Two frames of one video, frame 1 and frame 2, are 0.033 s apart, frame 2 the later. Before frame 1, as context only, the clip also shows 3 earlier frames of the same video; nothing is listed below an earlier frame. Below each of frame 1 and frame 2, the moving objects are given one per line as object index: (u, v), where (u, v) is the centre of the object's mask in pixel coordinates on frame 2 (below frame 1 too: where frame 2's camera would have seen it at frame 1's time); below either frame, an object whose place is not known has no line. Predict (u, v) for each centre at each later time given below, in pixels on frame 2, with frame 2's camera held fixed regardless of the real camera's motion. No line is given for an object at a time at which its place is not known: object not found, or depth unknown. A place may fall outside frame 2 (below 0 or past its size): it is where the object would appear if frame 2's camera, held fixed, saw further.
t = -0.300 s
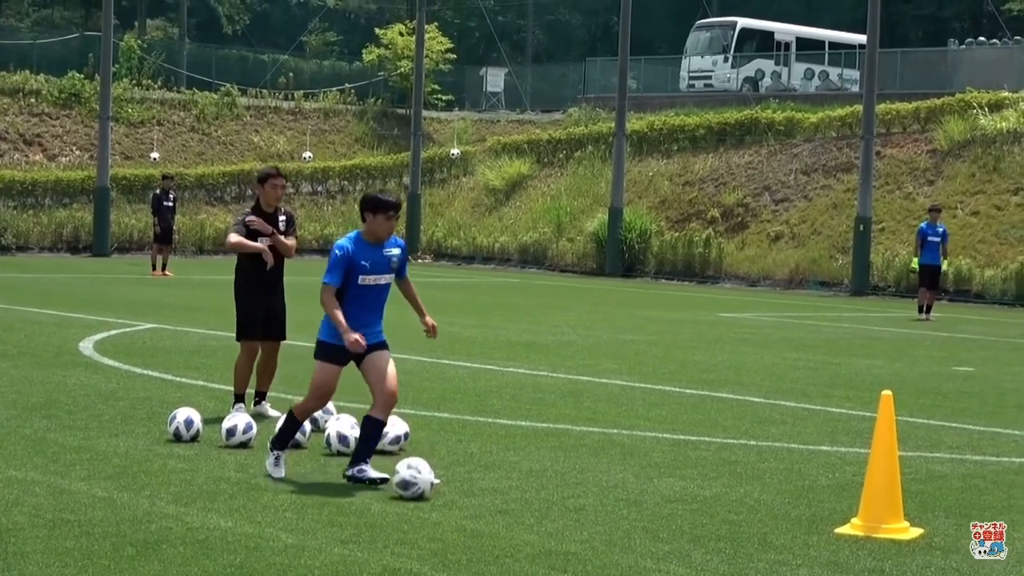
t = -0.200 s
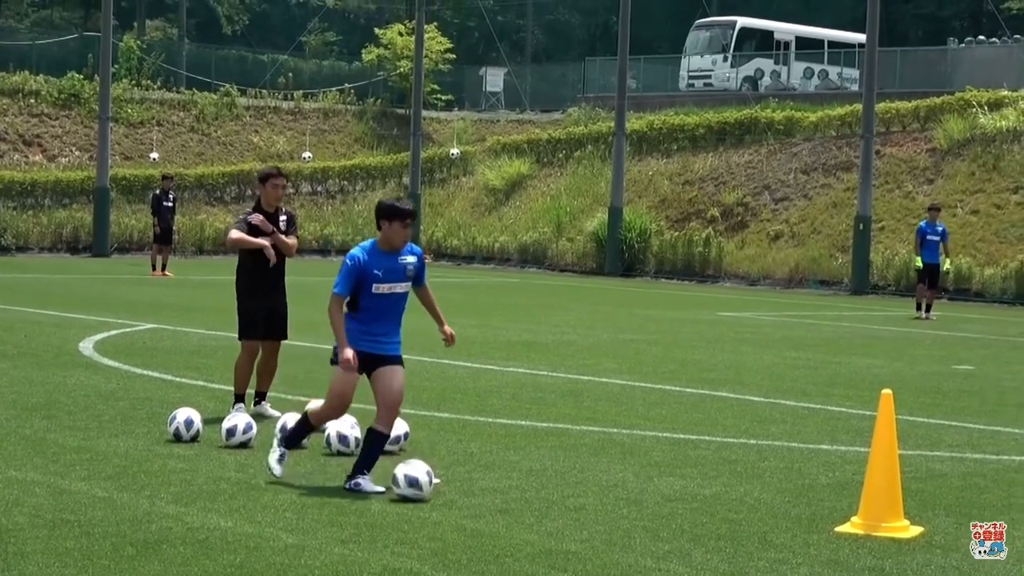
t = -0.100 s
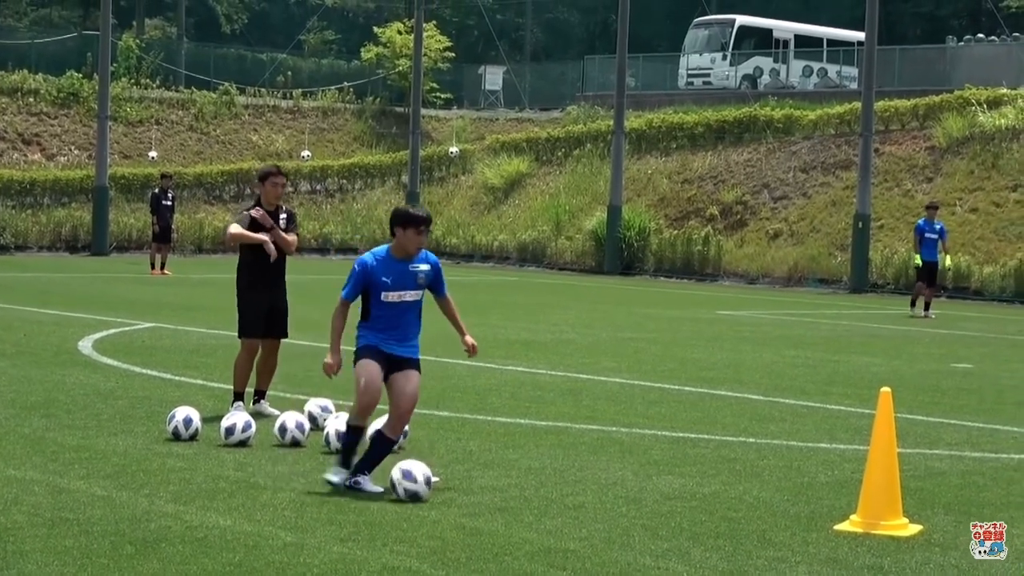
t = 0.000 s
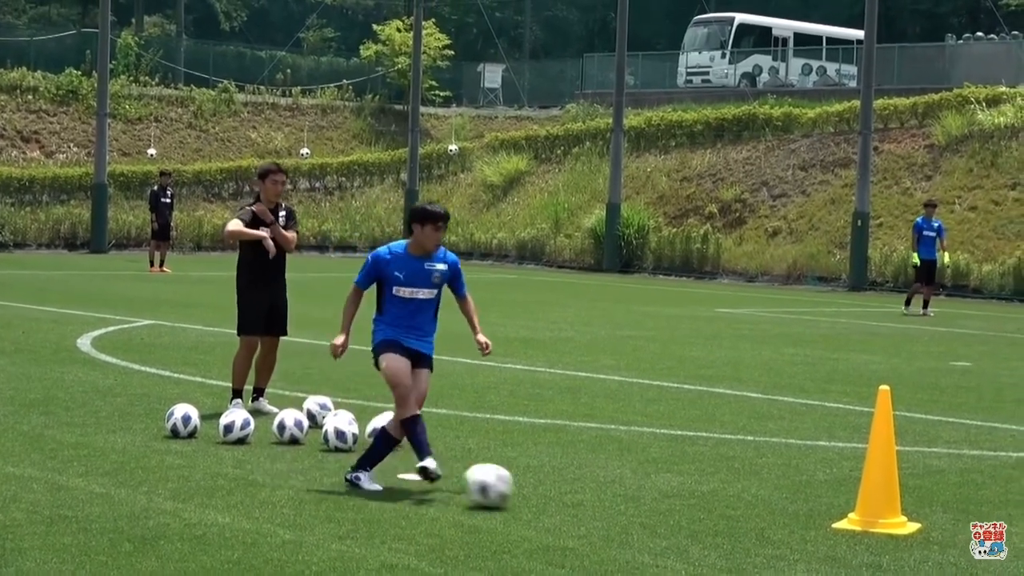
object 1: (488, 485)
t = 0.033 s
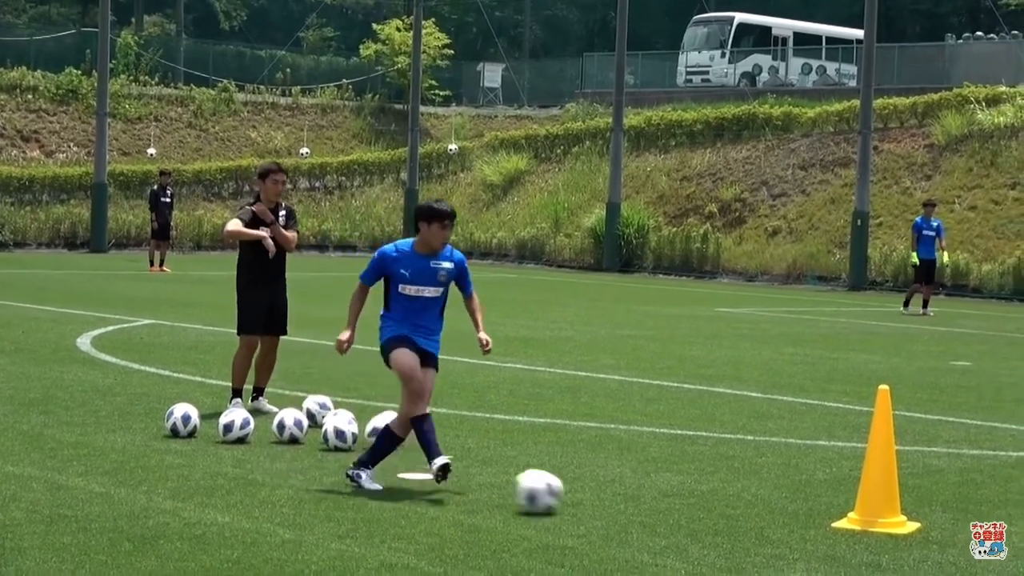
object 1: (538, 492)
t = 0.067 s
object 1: (589, 499)
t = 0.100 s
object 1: (637, 502)
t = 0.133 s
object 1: (687, 506)
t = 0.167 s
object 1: (739, 513)
